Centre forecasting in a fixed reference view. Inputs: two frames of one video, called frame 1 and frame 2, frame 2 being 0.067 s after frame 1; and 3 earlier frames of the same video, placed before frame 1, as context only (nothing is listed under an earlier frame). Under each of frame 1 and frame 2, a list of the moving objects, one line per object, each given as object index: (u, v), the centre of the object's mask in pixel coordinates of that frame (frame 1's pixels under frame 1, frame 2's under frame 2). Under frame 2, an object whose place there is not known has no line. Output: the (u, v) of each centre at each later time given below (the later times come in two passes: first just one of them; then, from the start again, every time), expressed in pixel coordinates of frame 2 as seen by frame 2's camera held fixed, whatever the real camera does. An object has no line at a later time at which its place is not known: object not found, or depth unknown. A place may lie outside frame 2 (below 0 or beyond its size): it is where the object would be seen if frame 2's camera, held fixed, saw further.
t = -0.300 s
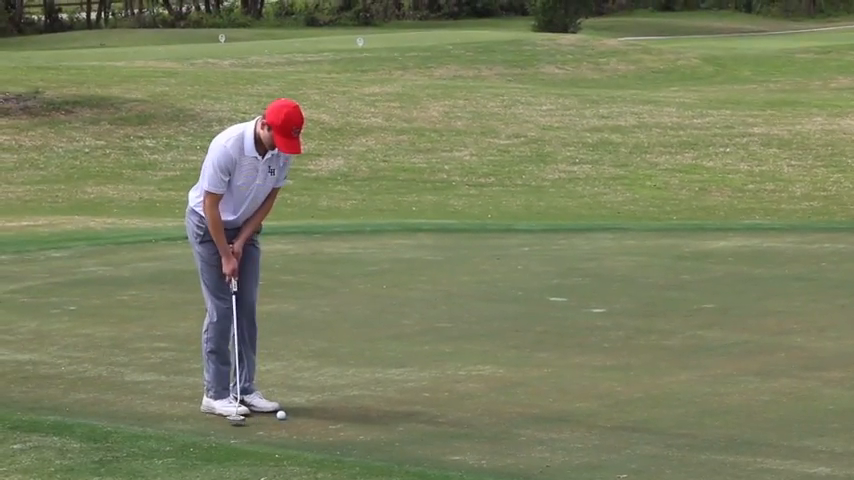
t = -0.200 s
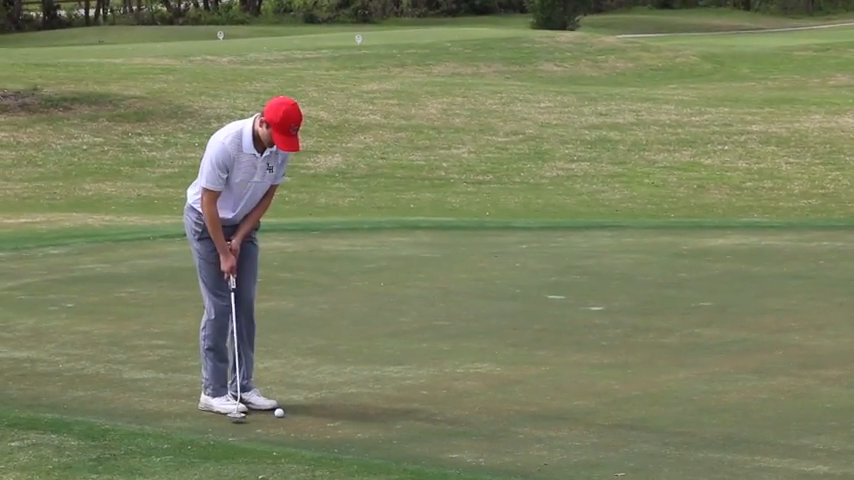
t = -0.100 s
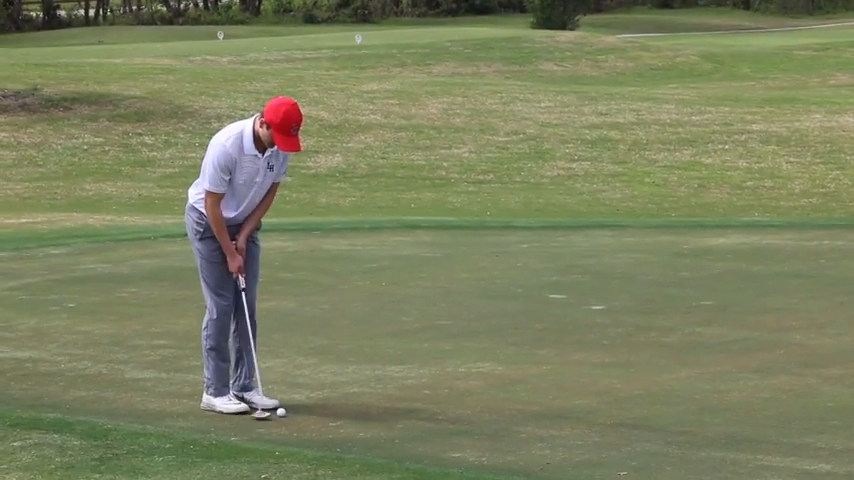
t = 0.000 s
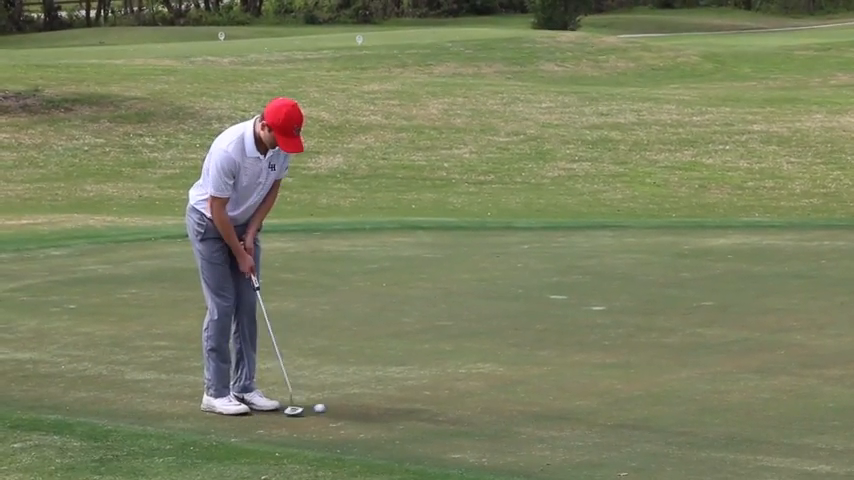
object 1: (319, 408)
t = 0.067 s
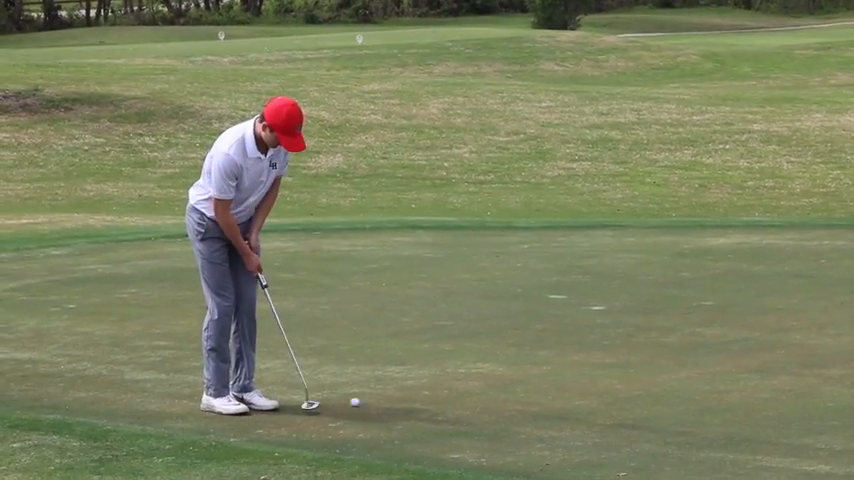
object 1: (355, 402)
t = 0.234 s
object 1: (428, 391)
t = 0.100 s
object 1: (371, 399)
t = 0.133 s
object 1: (387, 397)
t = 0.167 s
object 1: (401, 395)
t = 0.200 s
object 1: (415, 393)
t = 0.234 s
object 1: (428, 391)
